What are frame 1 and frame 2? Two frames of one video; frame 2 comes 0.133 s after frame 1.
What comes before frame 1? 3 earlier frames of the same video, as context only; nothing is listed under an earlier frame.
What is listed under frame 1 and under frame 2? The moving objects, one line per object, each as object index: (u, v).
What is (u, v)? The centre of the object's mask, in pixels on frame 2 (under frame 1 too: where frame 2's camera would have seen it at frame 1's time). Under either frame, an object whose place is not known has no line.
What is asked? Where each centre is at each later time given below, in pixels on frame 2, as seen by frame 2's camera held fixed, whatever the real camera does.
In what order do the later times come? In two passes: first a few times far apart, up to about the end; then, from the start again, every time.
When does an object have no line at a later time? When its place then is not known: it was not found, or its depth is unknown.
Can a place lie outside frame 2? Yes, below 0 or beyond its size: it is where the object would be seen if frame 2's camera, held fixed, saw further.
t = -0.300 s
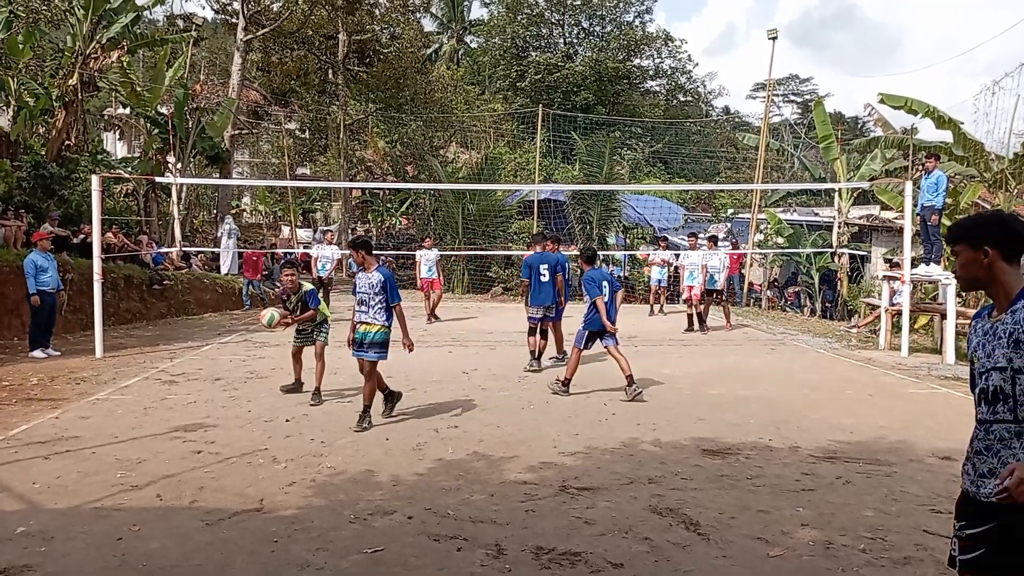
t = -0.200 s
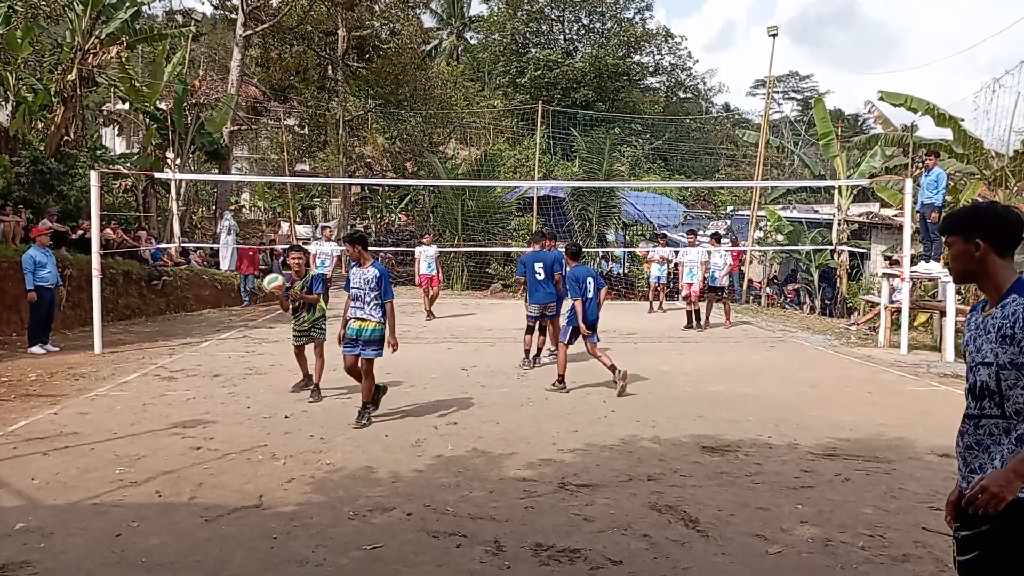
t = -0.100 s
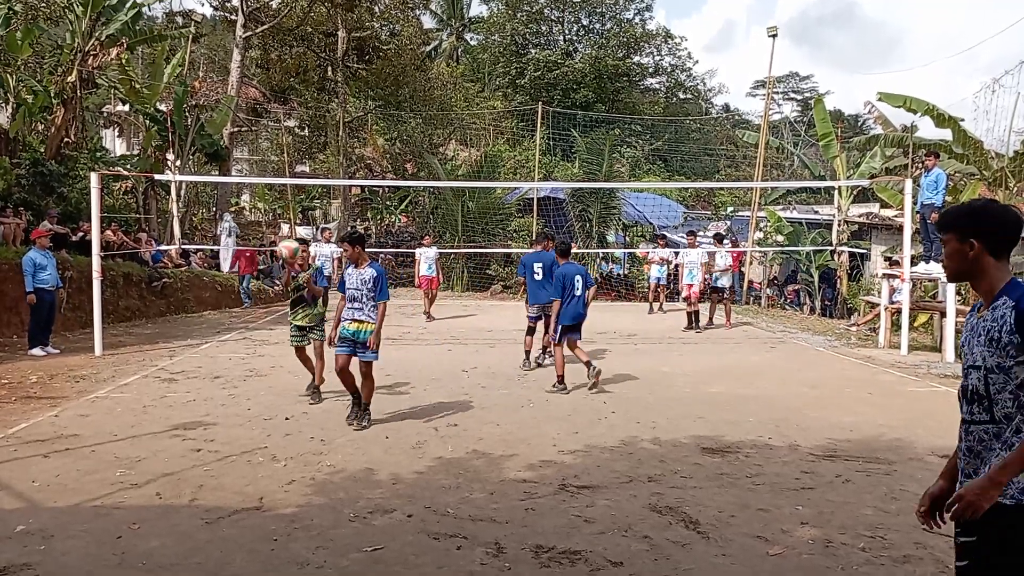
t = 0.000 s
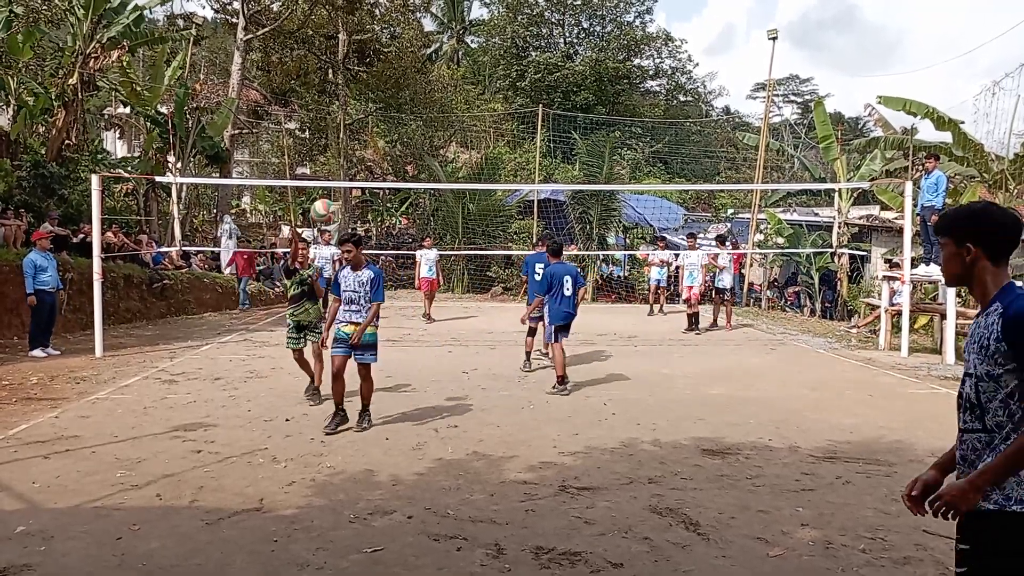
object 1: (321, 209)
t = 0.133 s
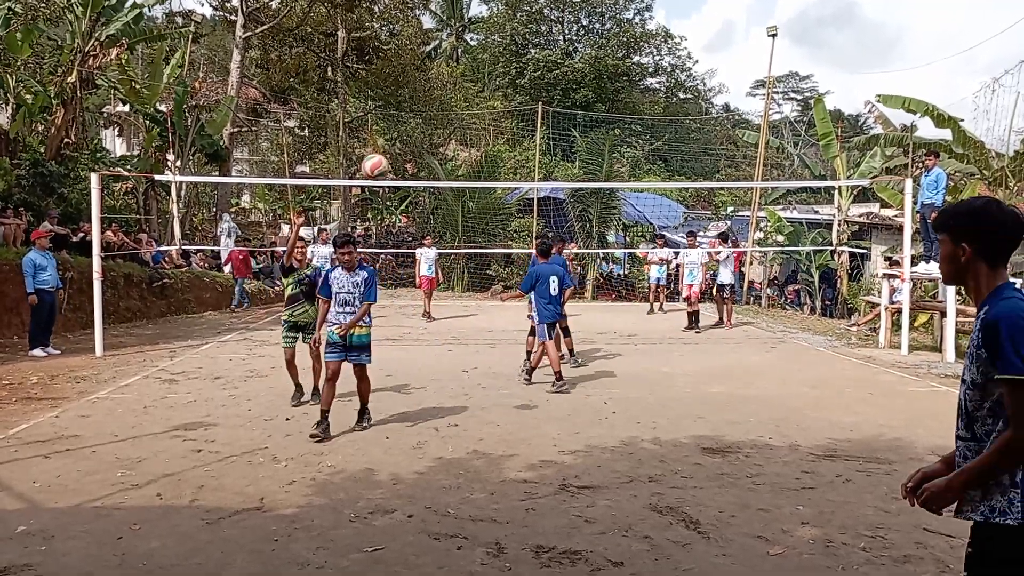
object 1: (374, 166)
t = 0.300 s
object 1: (452, 139)
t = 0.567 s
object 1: (624, 185)
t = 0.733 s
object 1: (775, 307)
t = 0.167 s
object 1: (389, 157)
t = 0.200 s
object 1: (404, 153)
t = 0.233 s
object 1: (420, 147)
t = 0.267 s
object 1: (436, 143)
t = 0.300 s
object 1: (452, 139)
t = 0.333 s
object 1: (471, 139)
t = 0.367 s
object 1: (489, 139)
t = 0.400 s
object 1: (509, 142)
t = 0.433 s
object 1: (530, 146)
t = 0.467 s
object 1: (552, 152)
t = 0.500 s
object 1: (574, 161)
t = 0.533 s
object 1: (599, 171)
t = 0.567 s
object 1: (624, 185)
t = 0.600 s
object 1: (652, 203)
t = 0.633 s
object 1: (680, 223)
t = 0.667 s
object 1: (710, 246)
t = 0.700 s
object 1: (741, 275)
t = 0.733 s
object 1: (775, 307)
